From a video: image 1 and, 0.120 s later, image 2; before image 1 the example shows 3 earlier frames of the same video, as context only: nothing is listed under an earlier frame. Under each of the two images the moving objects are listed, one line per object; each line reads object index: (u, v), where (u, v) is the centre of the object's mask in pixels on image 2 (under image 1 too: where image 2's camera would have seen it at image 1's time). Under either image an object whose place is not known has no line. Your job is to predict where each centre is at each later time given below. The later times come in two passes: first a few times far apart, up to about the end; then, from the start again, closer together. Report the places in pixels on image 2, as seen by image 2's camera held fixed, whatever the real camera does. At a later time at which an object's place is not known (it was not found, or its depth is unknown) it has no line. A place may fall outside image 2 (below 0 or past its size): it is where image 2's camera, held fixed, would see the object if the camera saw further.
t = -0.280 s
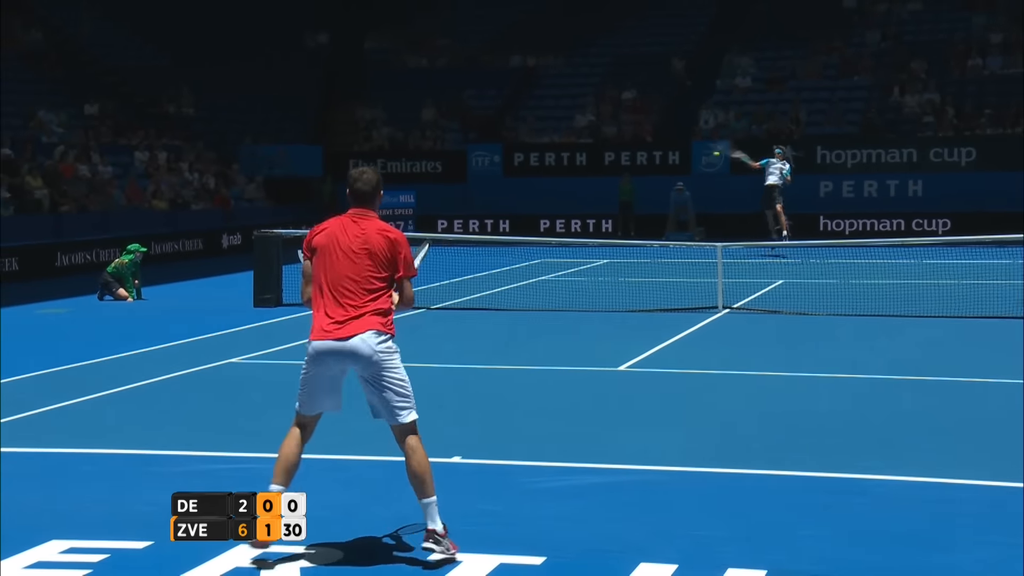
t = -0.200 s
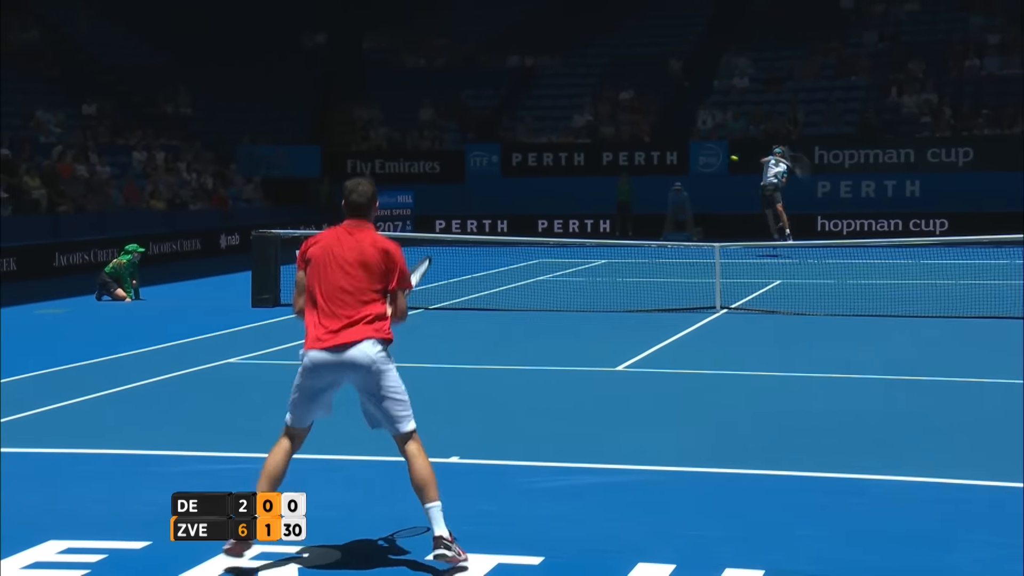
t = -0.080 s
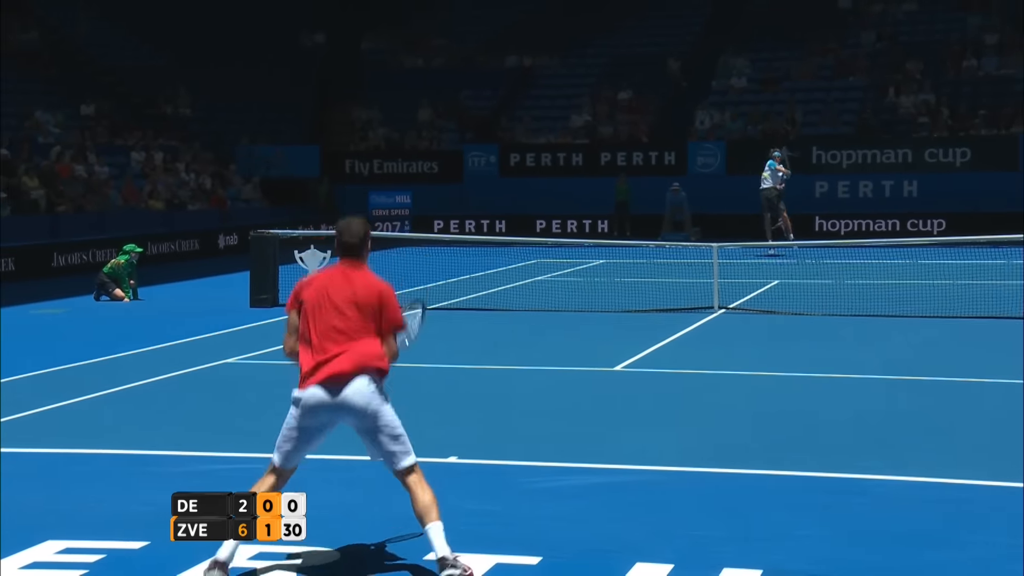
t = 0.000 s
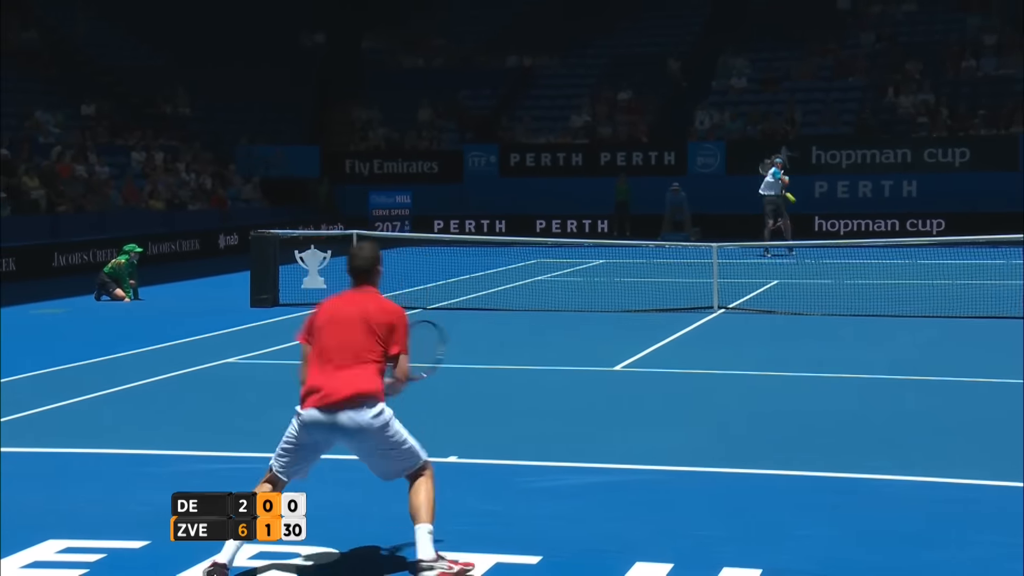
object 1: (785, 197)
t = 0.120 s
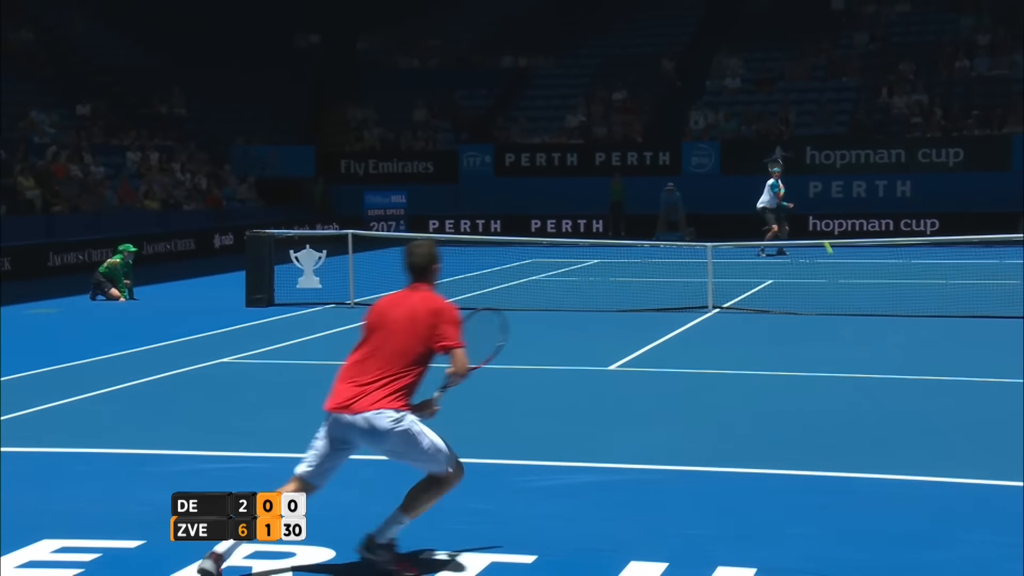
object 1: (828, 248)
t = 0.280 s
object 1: (900, 355)
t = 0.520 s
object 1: (1029, 313)
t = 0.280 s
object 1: (900, 355)
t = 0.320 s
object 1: (918, 343)
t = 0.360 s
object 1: (937, 332)
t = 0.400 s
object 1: (957, 324)
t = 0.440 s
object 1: (979, 318)
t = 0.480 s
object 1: (1003, 314)
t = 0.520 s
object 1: (1029, 313)
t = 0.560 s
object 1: (1056, 315)
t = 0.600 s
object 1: (1086, 320)
